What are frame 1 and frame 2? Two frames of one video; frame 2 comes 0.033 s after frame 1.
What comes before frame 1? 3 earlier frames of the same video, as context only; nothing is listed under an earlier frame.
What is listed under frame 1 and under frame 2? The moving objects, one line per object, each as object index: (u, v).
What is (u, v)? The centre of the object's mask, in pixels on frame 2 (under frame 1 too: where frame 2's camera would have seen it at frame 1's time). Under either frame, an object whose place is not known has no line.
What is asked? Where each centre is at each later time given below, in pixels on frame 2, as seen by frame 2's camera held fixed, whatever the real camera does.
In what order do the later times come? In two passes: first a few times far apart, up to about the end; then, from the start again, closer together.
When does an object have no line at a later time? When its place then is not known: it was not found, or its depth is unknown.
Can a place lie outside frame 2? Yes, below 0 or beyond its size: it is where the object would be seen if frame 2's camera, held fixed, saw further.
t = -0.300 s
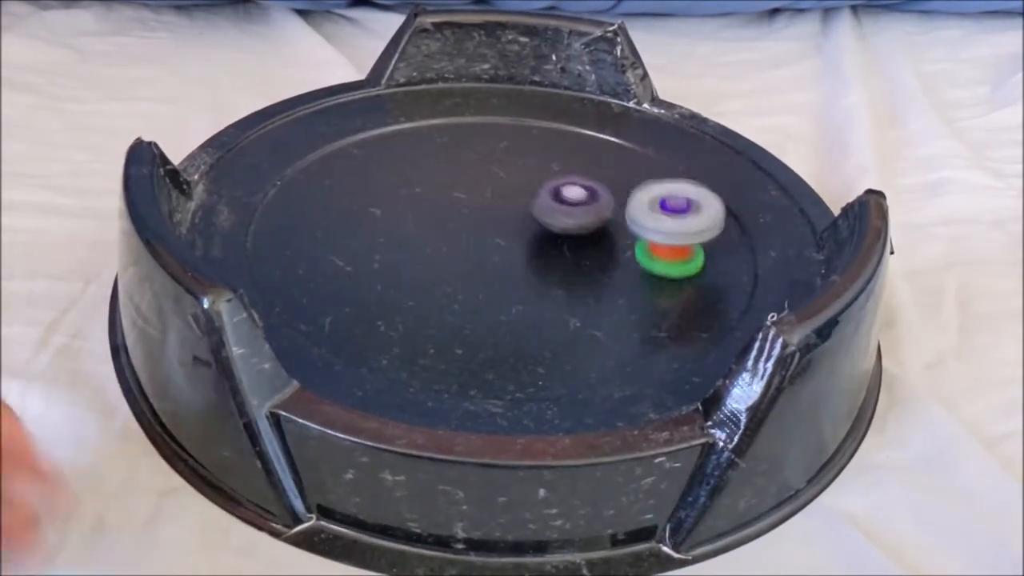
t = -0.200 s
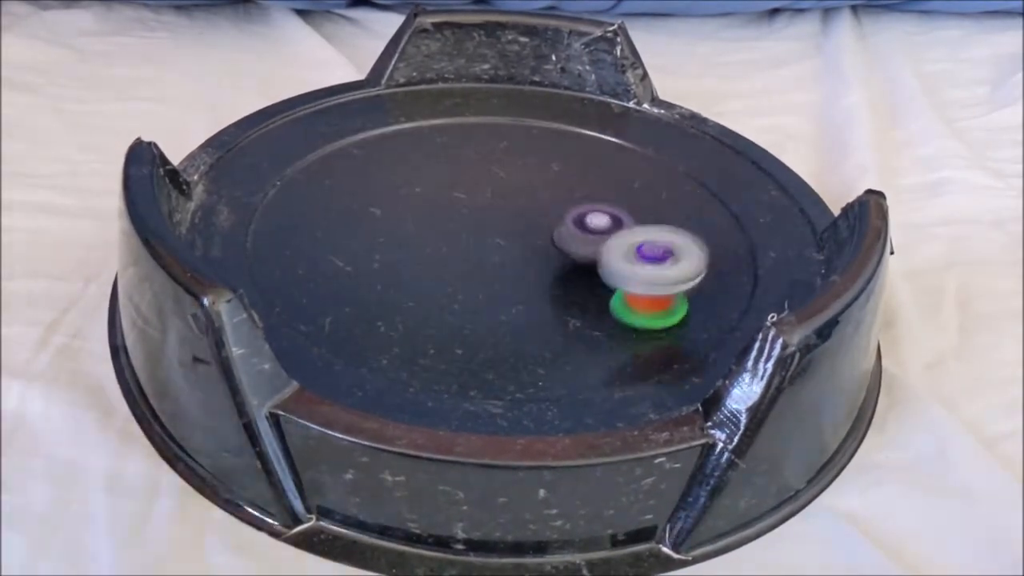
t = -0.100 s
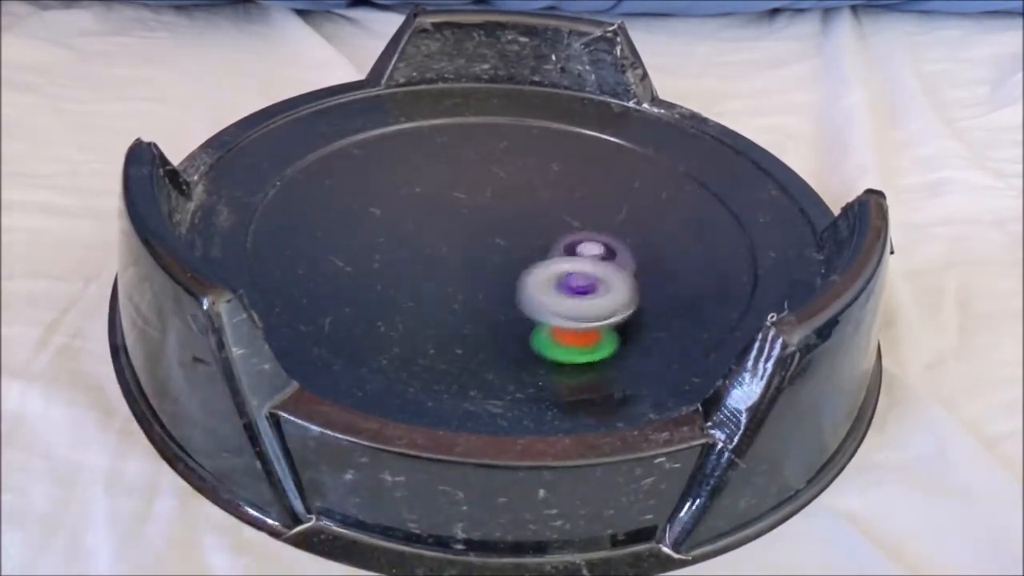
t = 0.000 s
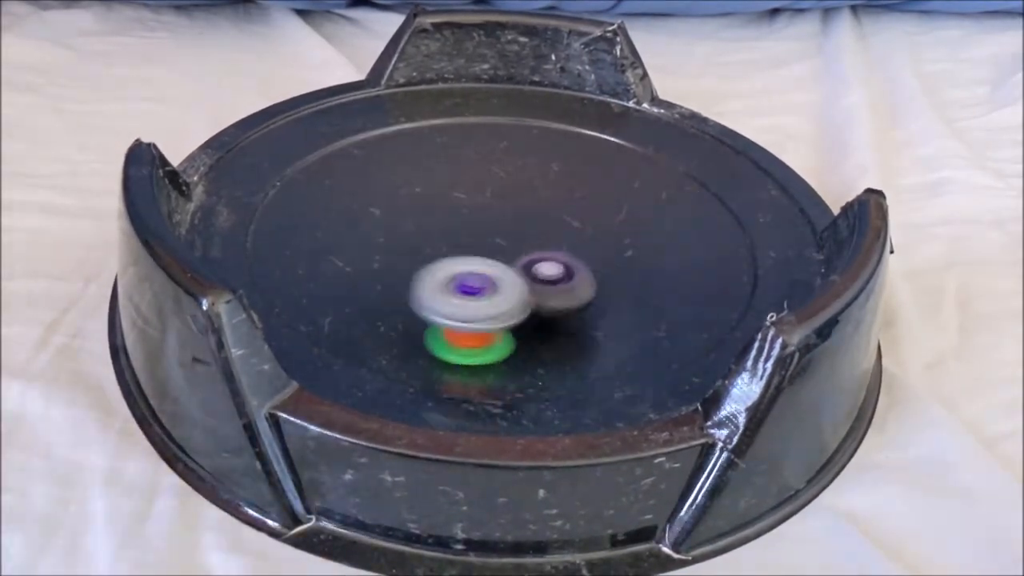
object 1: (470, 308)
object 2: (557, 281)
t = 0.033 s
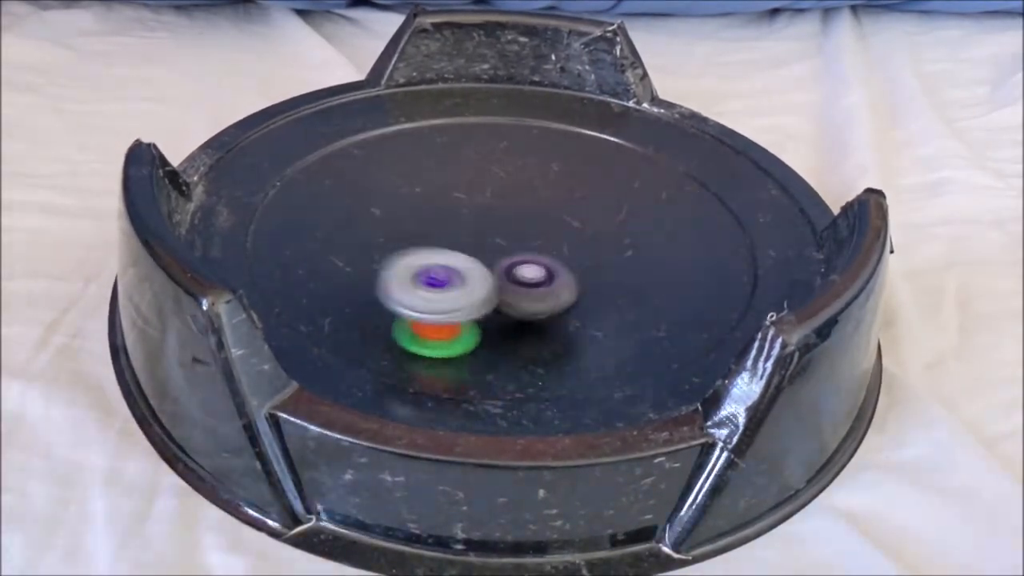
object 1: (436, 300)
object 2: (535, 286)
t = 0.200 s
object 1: (345, 221)
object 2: (439, 268)
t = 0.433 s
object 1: (446, 133)
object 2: (437, 203)
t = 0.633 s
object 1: (599, 149)
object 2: (528, 189)
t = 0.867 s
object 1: (657, 250)
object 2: (577, 238)
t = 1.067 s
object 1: (500, 303)
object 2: (491, 246)
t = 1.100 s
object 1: (466, 300)
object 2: (484, 244)
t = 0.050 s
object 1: (420, 295)
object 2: (523, 287)
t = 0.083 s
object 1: (393, 281)
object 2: (501, 287)
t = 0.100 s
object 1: (381, 274)
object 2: (492, 286)
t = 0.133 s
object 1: (363, 258)
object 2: (472, 282)
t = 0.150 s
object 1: (356, 248)
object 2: (463, 280)
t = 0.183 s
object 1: (347, 230)
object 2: (446, 273)
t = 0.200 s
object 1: (345, 221)
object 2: (439, 268)
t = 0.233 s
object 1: (347, 204)
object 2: (428, 259)
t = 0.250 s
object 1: (349, 196)
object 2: (424, 254)
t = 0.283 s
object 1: (358, 180)
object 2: (418, 244)
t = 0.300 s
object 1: (366, 172)
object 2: (417, 239)
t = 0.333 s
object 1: (381, 159)
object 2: (417, 229)
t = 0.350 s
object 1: (390, 153)
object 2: (419, 224)
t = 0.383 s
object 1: (410, 143)
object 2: (424, 215)
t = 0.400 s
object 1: (421, 140)
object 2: (428, 211)
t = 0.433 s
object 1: (446, 133)
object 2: (437, 203)
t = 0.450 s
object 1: (459, 131)
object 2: (443, 200)
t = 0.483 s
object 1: (485, 128)
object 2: (456, 194)
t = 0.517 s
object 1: (511, 128)
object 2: (470, 190)
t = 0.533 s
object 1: (525, 129)
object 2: (479, 188)
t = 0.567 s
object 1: (551, 133)
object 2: (495, 187)
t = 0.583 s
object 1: (563, 137)
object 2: (503, 187)
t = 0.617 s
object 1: (587, 144)
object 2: (520, 188)
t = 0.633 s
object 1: (599, 149)
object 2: (528, 189)
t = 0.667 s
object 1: (619, 159)
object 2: (544, 192)
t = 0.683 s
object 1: (628, 165)
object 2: (551, 195)
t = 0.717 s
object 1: (644, 179)
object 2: (564, 200)
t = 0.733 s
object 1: (650, 186)
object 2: (570, 203)
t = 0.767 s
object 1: (660, 202)
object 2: (580, 211)
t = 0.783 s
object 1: (662, 210)
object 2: (583, 216)
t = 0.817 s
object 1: (665, 226)
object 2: (585, 225)
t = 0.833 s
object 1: (664, 234)
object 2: (584, 230)
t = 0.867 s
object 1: (657, 250)
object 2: (577, 238)
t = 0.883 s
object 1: (651, 258)
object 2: (572, 242)
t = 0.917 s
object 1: (633, 272)
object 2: (559, 249)
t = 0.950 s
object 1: (611, 285)
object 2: (543, 252)
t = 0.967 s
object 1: (598, 289)
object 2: (533, 253)
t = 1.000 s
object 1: (568, 298)
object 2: (517, 252)
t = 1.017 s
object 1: (552, 300)
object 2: (507, 251)
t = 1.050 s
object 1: (518, 303)
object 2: (493, 247)
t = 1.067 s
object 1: (500, 303)
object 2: (491, 246)
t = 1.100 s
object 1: (466, 300)
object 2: (484, 244)
